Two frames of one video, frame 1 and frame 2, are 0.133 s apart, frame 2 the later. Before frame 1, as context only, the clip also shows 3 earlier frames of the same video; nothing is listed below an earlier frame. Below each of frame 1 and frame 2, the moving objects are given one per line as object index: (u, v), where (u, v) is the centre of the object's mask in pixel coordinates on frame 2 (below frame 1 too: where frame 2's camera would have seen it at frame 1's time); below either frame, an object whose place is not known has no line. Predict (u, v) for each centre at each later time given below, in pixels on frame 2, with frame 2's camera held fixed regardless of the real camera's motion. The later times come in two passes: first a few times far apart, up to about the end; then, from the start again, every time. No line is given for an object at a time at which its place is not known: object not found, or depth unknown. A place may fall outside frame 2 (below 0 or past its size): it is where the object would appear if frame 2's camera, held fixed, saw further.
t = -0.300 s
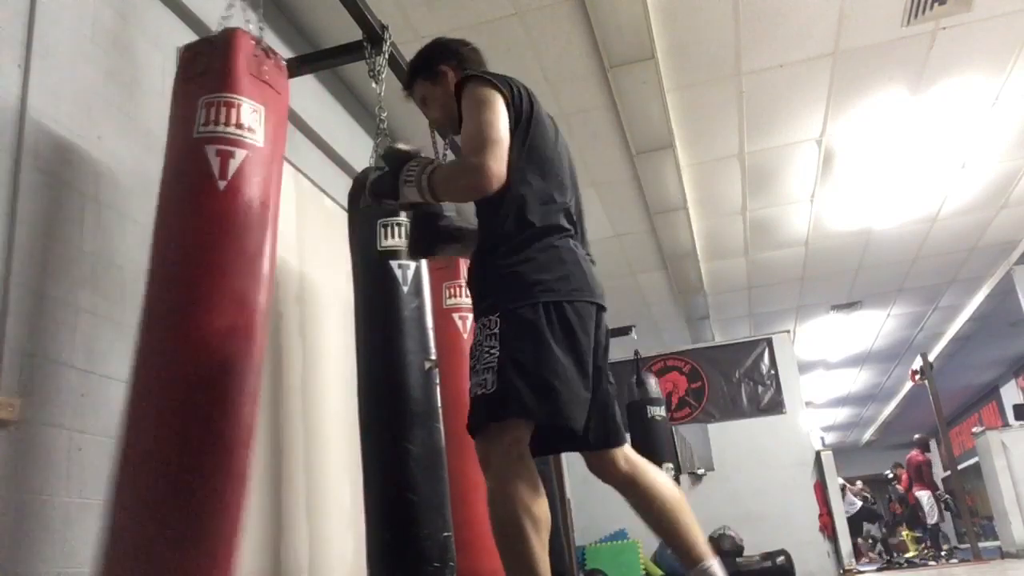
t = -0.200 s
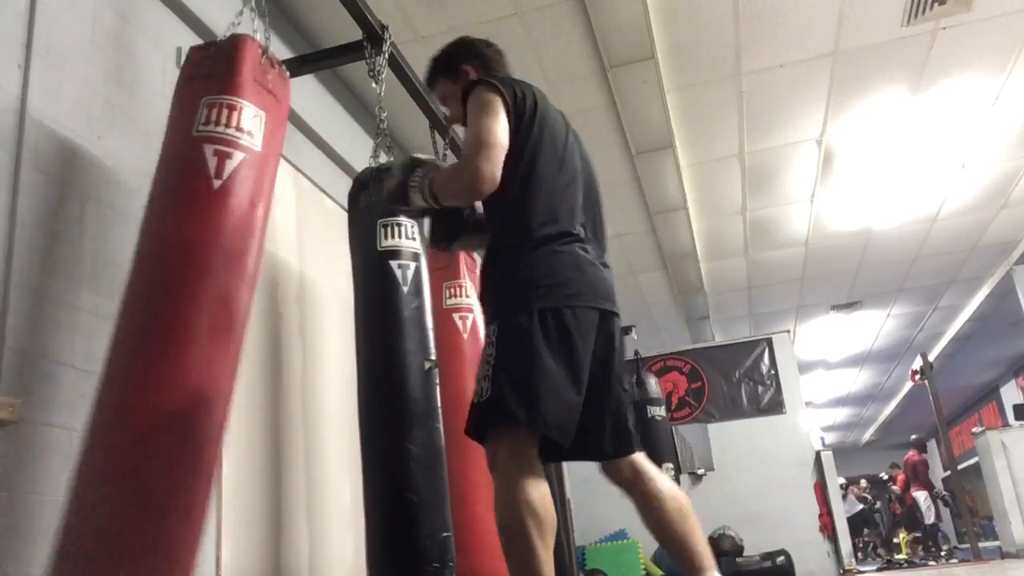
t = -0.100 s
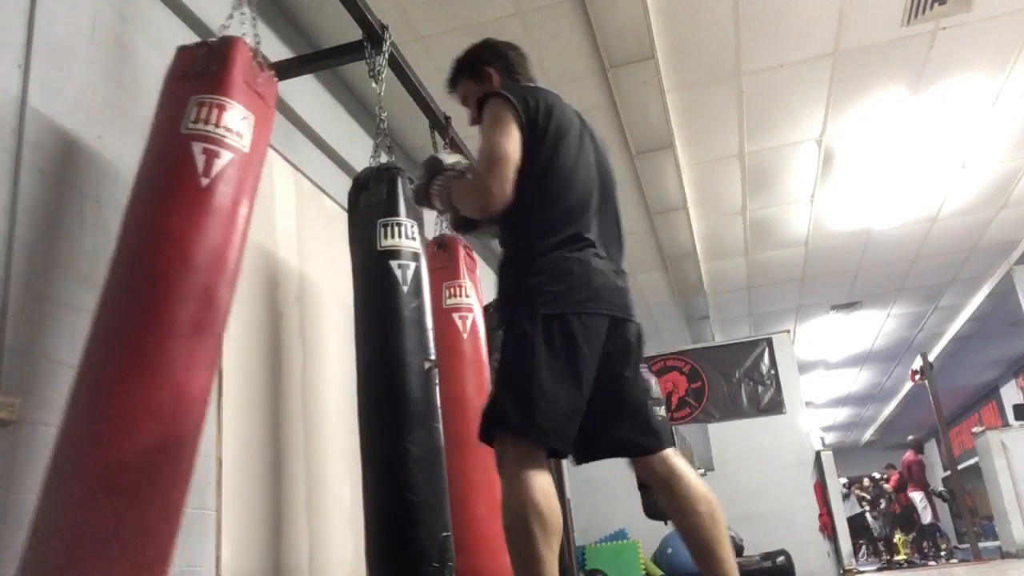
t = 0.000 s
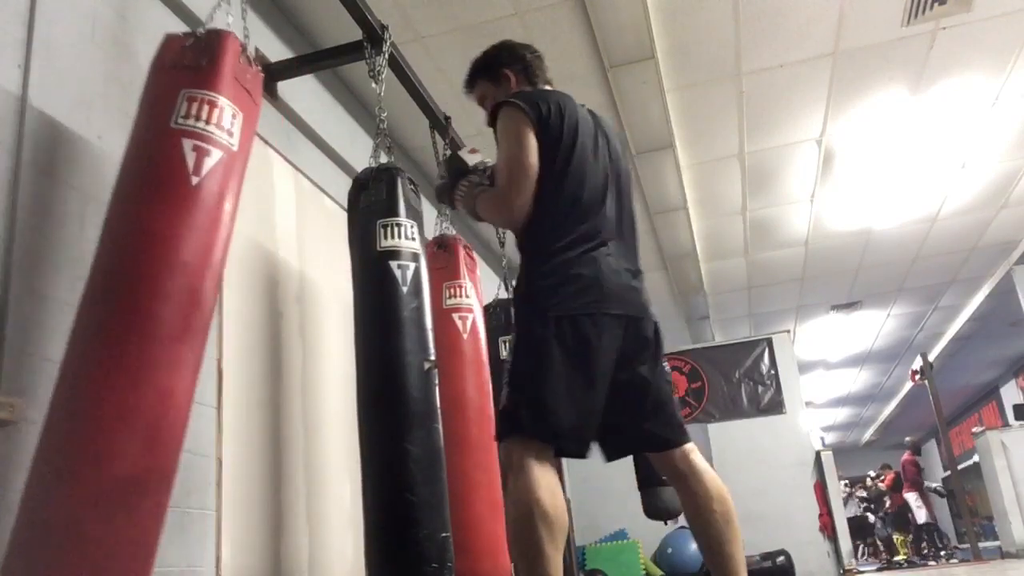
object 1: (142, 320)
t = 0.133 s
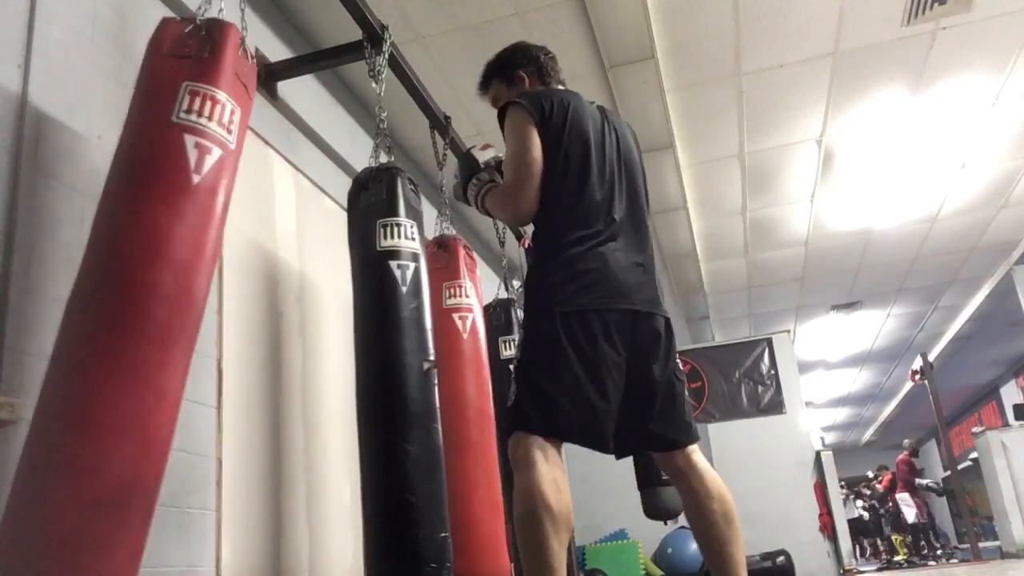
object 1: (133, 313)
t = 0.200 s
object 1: (133, 315)
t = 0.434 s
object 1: (153, 327)
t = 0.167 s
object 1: (133, 313)
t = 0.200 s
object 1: (133, 315)
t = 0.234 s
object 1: (133, 317)
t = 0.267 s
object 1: (135, 320)
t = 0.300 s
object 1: (137, 322)
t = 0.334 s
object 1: (139, 326)
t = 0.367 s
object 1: (143, 327)
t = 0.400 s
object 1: (148, 328)
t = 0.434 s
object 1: (153, 327)
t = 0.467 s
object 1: (159, 327)
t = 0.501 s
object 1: (166, 326)
